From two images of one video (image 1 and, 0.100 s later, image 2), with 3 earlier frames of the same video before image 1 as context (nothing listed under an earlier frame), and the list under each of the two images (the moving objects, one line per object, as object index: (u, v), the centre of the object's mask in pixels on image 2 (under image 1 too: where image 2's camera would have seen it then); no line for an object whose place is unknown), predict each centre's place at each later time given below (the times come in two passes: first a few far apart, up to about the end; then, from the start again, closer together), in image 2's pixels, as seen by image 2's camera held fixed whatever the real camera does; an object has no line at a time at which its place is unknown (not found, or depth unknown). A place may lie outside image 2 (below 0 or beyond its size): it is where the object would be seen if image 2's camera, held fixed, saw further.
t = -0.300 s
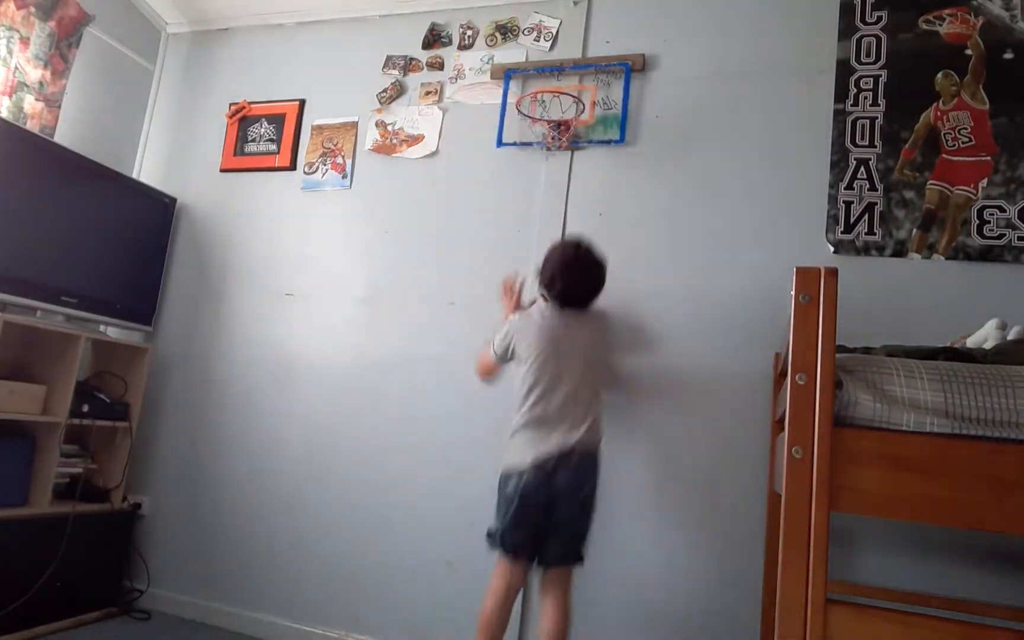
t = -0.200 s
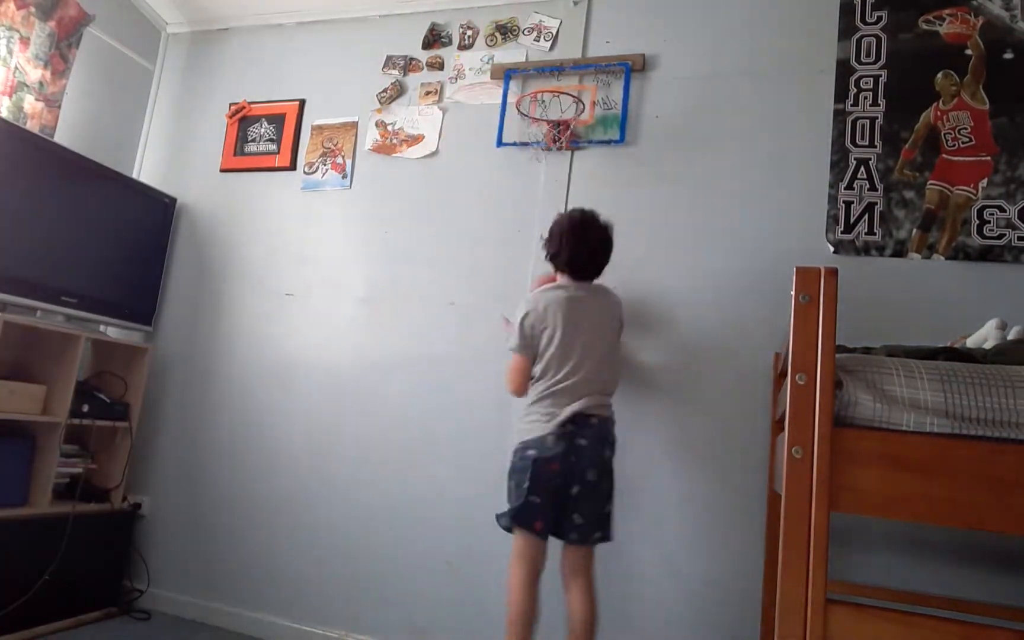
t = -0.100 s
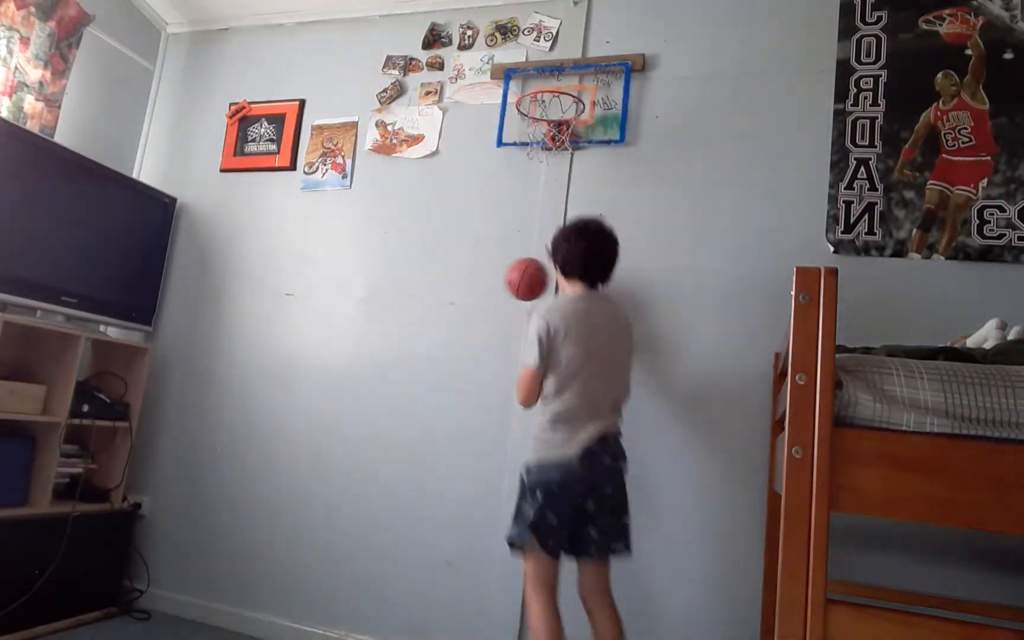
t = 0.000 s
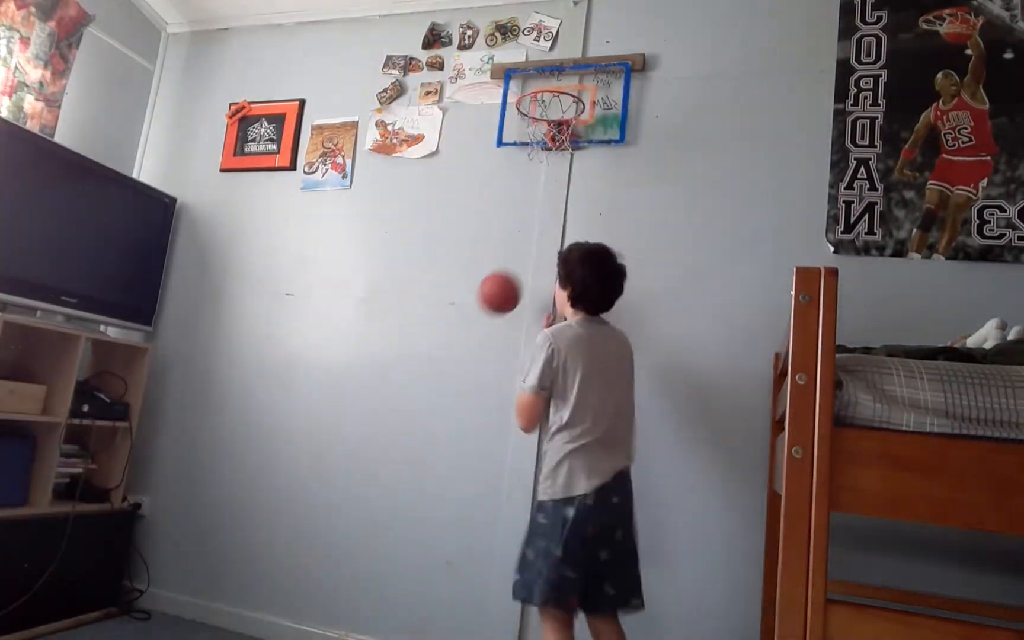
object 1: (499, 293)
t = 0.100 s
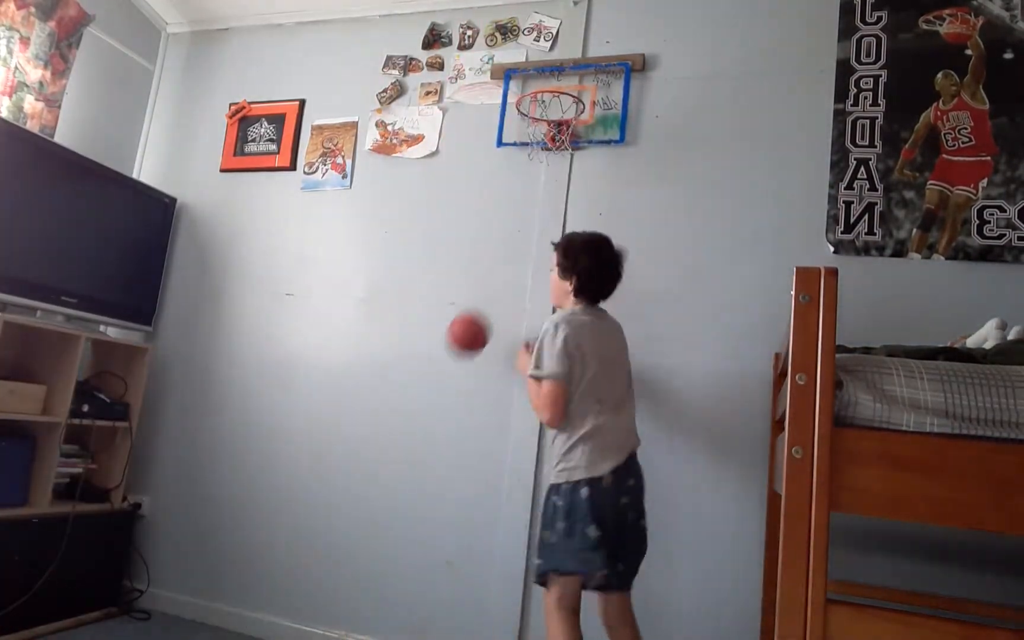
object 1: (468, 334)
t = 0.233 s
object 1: (417, 436)
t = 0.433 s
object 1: (342, 621)
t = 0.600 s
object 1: (323, 487)
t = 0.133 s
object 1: (456, 354)
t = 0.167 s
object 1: (444, 376)
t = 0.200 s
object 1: (430, 405)
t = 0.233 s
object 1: (417, 436)
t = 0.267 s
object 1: (405, 469)
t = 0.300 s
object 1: (391, 510)
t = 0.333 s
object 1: (376, 552)
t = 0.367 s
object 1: (362, 598)
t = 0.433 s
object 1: (342, 621)
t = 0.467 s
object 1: (339, 594)
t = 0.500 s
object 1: (335, 561)
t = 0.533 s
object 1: (331, 532)
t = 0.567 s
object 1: (327, 507)
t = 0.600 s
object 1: (323, 487)
